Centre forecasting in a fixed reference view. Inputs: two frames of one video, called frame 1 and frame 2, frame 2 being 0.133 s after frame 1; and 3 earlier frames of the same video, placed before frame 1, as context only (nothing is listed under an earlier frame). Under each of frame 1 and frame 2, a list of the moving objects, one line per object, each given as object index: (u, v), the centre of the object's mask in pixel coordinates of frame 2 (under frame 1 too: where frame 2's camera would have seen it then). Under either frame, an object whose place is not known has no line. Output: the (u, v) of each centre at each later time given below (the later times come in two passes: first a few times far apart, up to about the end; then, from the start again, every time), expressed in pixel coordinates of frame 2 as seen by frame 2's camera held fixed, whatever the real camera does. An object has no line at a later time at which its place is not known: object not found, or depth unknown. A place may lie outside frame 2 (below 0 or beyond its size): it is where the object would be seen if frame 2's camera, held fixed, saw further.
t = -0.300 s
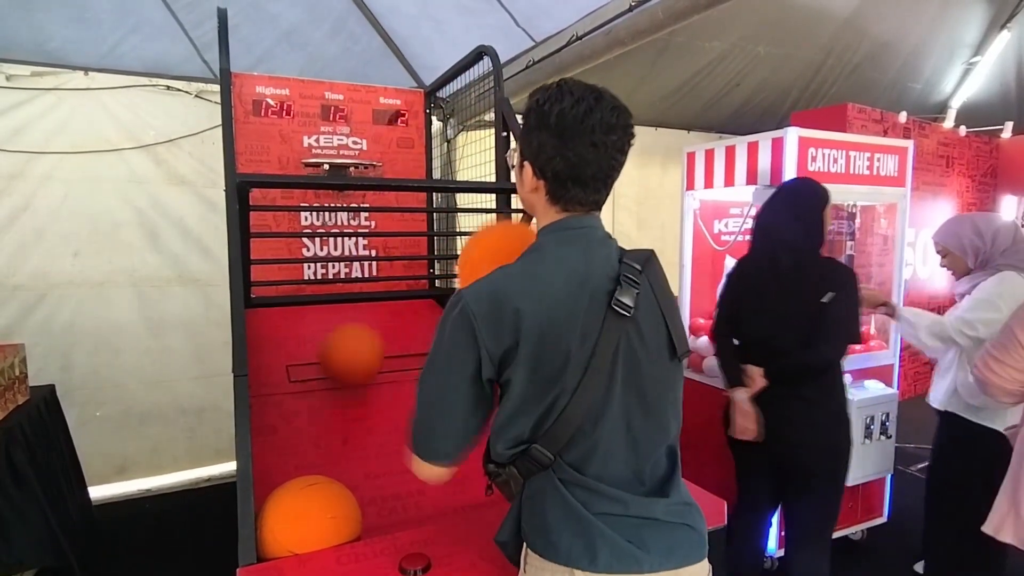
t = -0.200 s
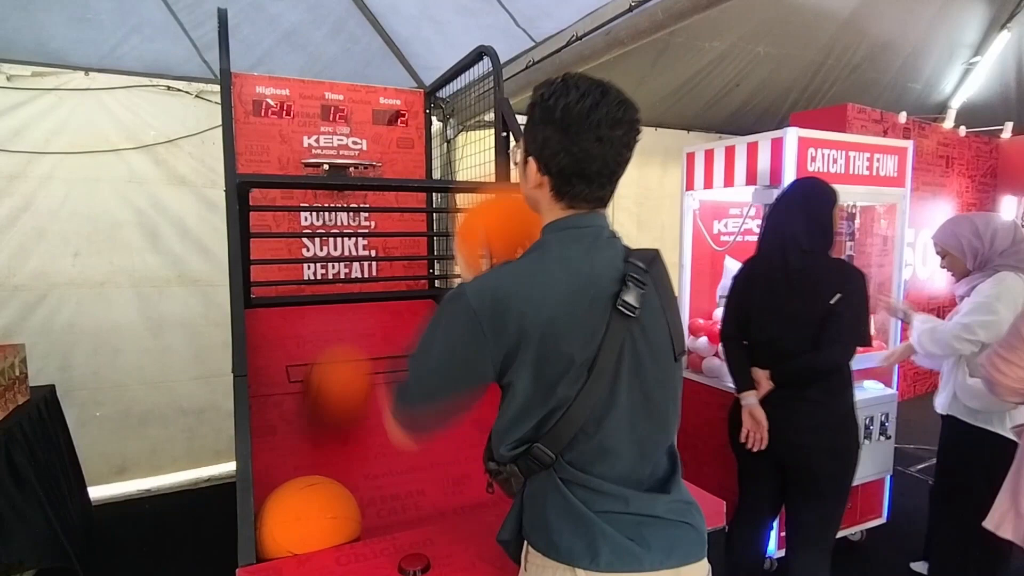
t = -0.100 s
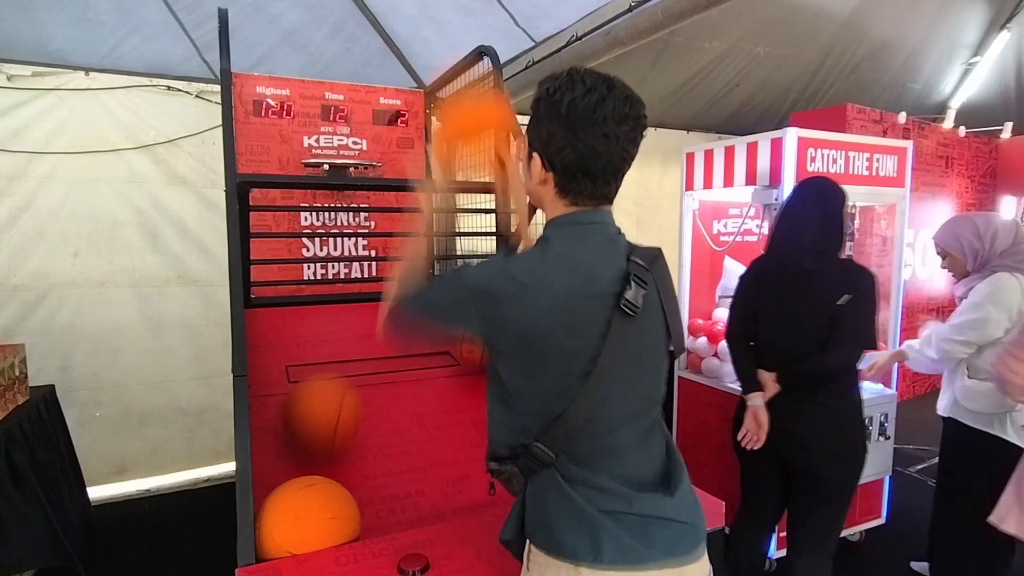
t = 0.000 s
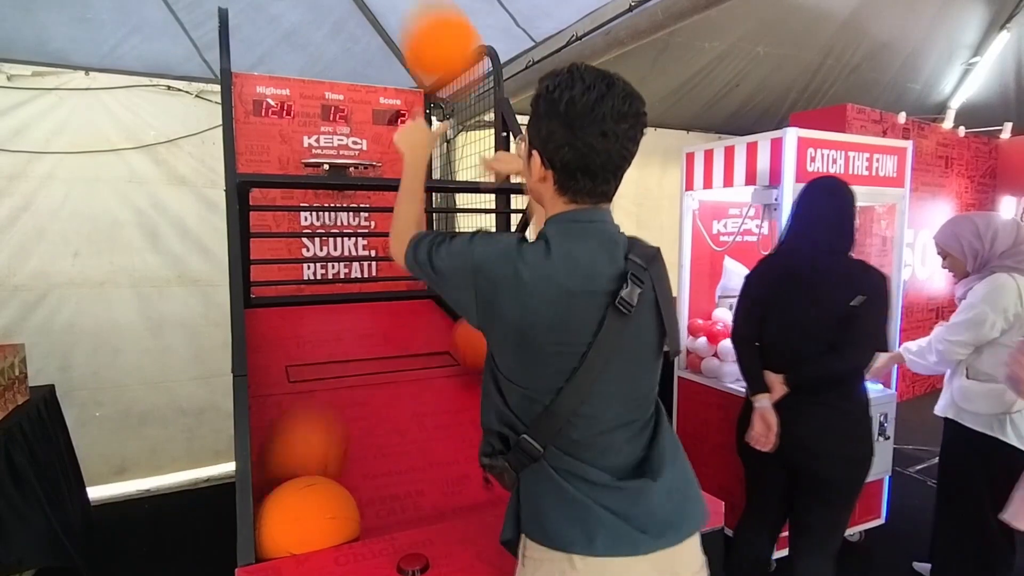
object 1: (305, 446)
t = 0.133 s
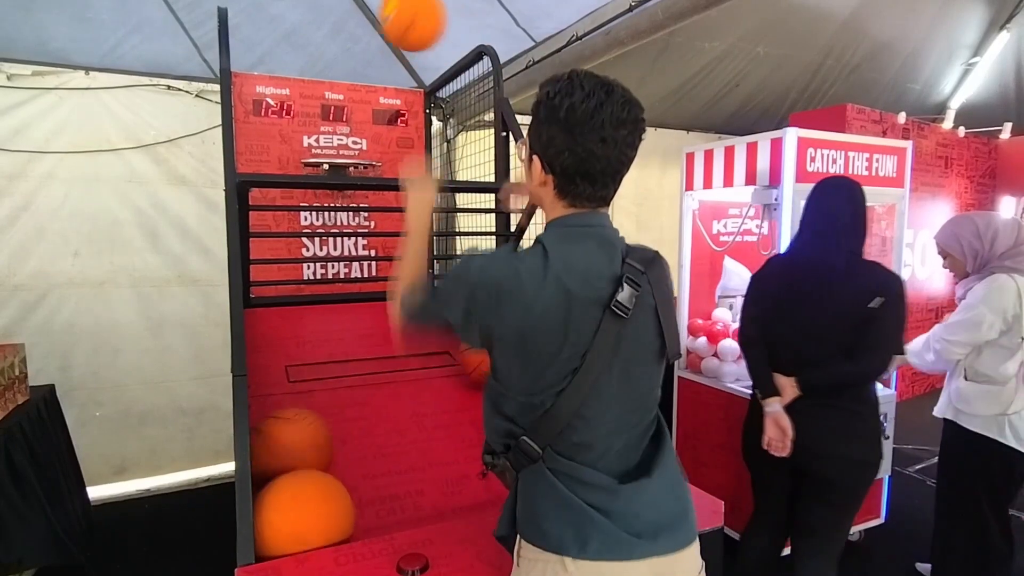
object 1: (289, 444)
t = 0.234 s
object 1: (299, 436)
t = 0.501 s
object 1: (325, 435)
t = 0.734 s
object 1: (354, 440)
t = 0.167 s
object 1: (293, 442)
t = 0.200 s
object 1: (296, 438)
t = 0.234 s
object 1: (299, 436)
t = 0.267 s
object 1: (301, 438)
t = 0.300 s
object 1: (304, 435)
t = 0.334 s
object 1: (307, 433)
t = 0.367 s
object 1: (309, 433)
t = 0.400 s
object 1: (313, 434)
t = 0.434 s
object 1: (317, 433)
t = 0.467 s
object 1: (321, 434)
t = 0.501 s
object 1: (325, 435)
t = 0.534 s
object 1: (328, 435)
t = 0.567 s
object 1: (333, 436)
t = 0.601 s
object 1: (336, 436)
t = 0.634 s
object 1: (341, 438)
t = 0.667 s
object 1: (344, 438)
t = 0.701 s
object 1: (349, 440)
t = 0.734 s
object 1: (354, 440)
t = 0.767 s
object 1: (359, 441)
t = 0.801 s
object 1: (364, 442)
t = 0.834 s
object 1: (369, 444)
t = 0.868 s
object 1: (374, 445)
